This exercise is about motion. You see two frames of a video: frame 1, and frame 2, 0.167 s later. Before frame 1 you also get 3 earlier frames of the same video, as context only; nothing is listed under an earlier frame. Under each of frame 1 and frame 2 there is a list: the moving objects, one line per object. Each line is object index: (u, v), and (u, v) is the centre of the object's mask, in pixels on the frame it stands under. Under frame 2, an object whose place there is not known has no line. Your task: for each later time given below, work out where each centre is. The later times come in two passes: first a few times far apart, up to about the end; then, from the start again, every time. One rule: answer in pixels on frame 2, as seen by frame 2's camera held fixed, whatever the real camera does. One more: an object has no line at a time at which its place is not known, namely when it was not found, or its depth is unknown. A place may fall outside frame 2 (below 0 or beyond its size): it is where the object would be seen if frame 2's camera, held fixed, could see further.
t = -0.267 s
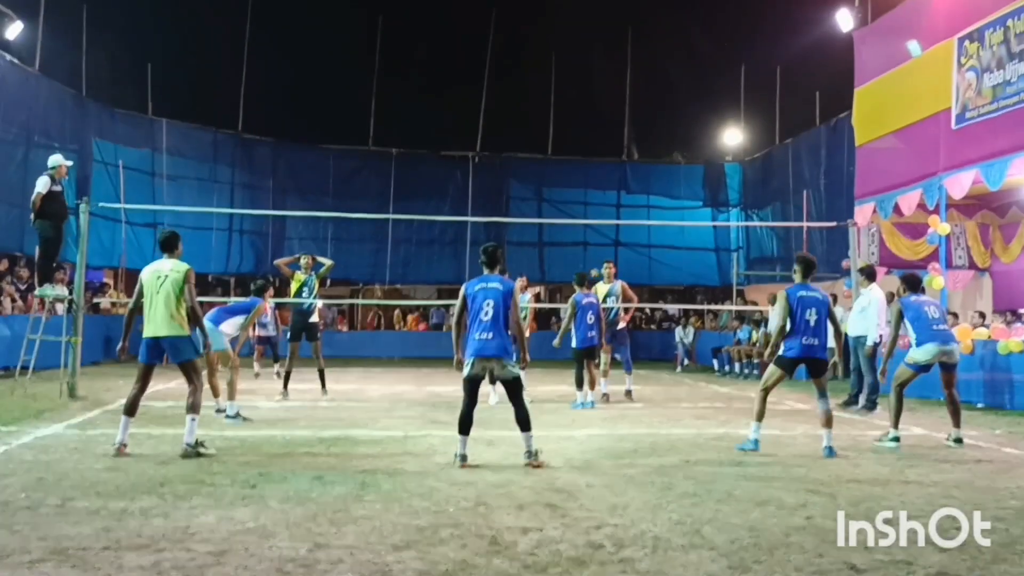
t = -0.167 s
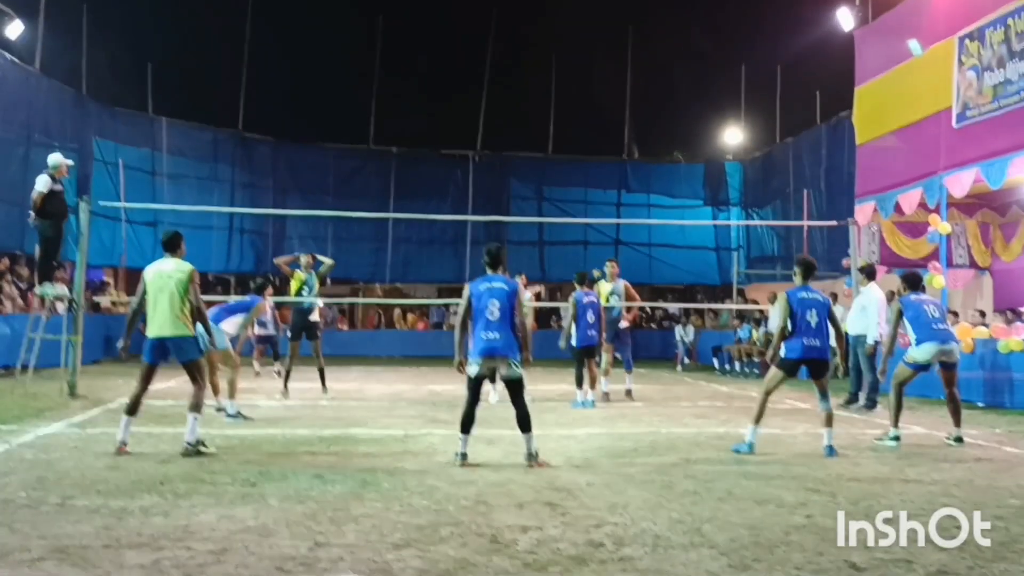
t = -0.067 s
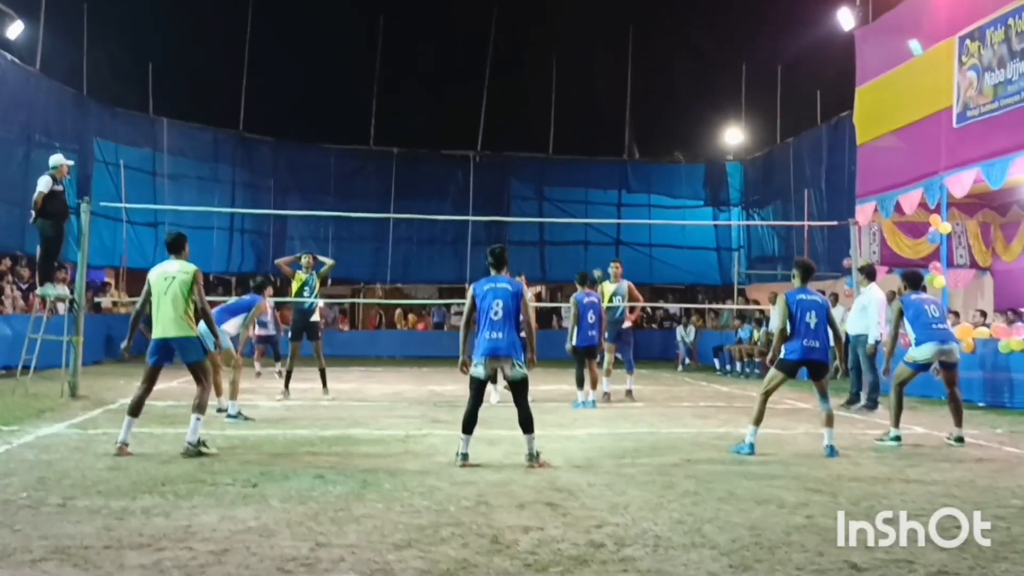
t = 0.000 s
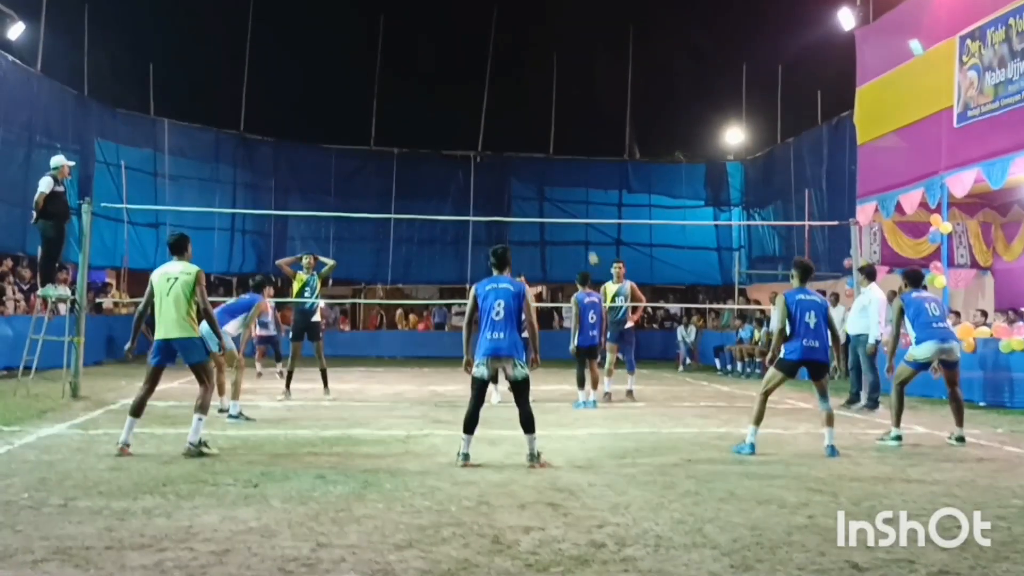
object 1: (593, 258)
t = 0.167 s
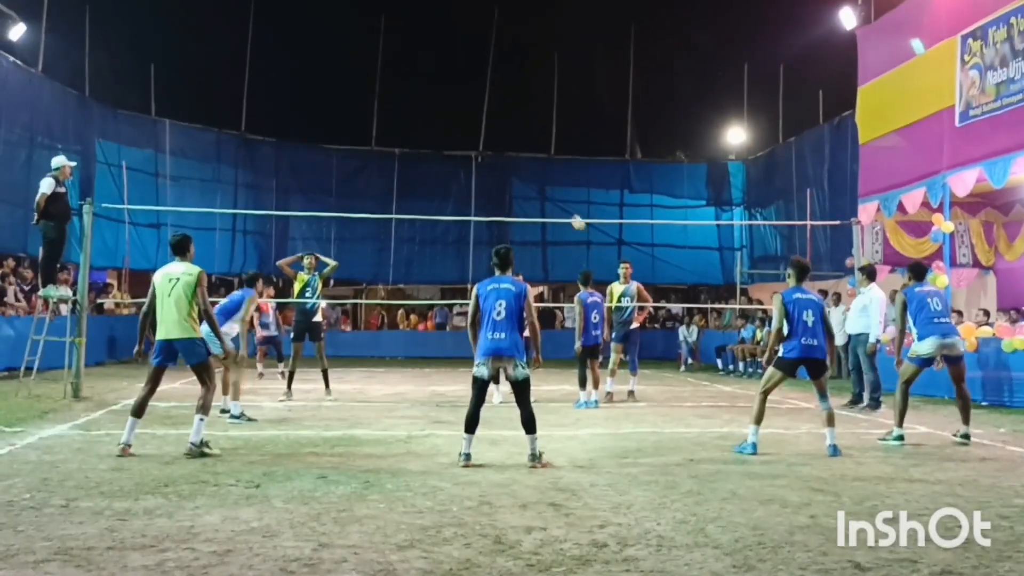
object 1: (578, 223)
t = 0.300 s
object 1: (559, 197)
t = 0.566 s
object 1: (511, 161)
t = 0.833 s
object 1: (429, 170)
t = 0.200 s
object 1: (573, 215)
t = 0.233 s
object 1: (569, 209)
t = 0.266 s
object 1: (564, 203)
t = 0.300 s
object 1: (559, 197)
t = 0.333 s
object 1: (554, 191)
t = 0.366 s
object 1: (549, 185)
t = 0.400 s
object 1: (544, 180)
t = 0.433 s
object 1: (538, 176)
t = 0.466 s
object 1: (532, 172)
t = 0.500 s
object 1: (525, 168)
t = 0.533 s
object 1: (519, 164)
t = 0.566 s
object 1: (511, 161)
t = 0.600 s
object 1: (504, 158)
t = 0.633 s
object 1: (495, 156)
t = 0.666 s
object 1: (485, 155)
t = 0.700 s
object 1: (475, 156)
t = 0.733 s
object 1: (465, 157)
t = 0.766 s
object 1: (453, 160)
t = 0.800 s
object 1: (442, 164)
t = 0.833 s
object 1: (429, 170)
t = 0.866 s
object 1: (416, 177)
